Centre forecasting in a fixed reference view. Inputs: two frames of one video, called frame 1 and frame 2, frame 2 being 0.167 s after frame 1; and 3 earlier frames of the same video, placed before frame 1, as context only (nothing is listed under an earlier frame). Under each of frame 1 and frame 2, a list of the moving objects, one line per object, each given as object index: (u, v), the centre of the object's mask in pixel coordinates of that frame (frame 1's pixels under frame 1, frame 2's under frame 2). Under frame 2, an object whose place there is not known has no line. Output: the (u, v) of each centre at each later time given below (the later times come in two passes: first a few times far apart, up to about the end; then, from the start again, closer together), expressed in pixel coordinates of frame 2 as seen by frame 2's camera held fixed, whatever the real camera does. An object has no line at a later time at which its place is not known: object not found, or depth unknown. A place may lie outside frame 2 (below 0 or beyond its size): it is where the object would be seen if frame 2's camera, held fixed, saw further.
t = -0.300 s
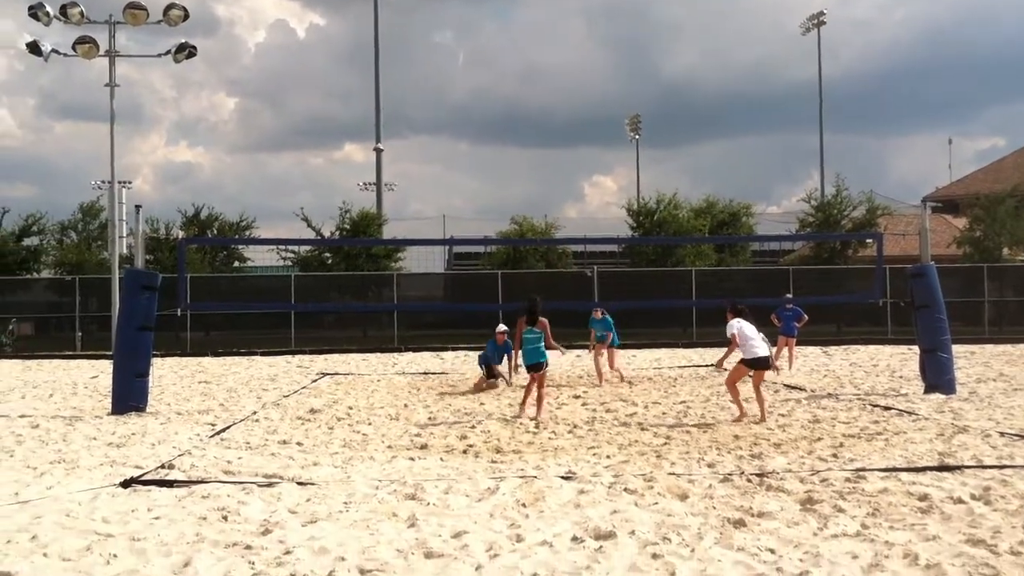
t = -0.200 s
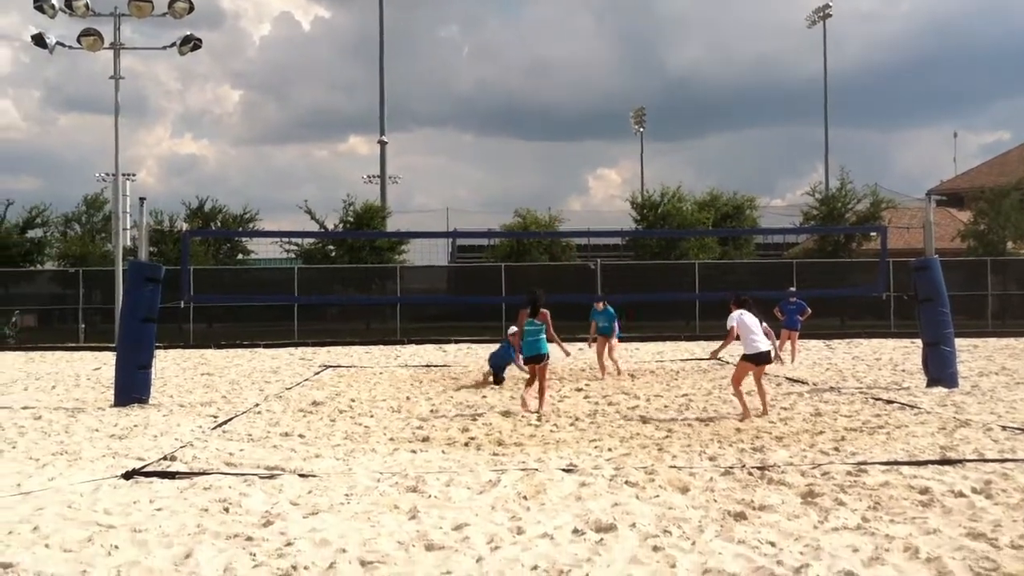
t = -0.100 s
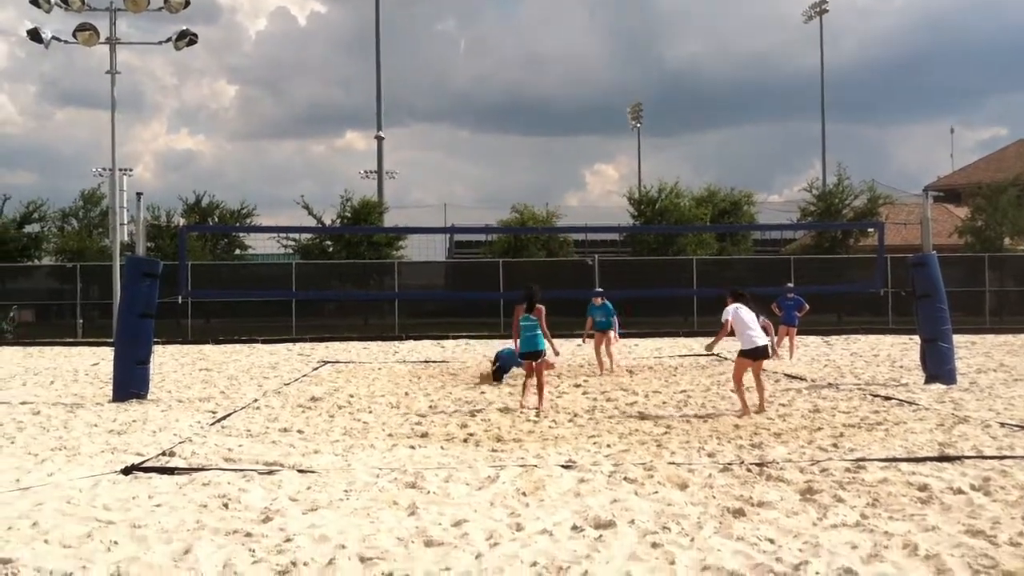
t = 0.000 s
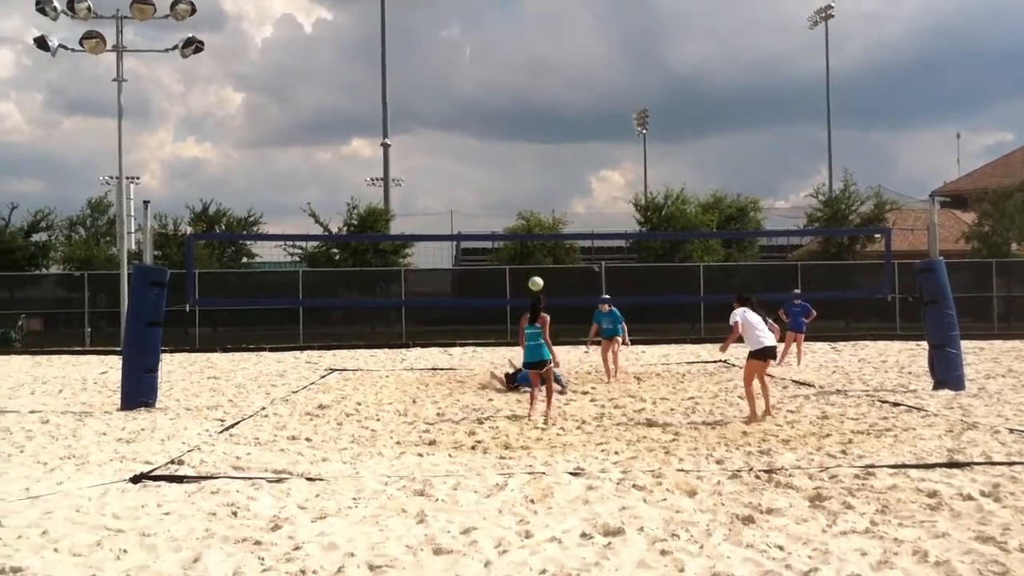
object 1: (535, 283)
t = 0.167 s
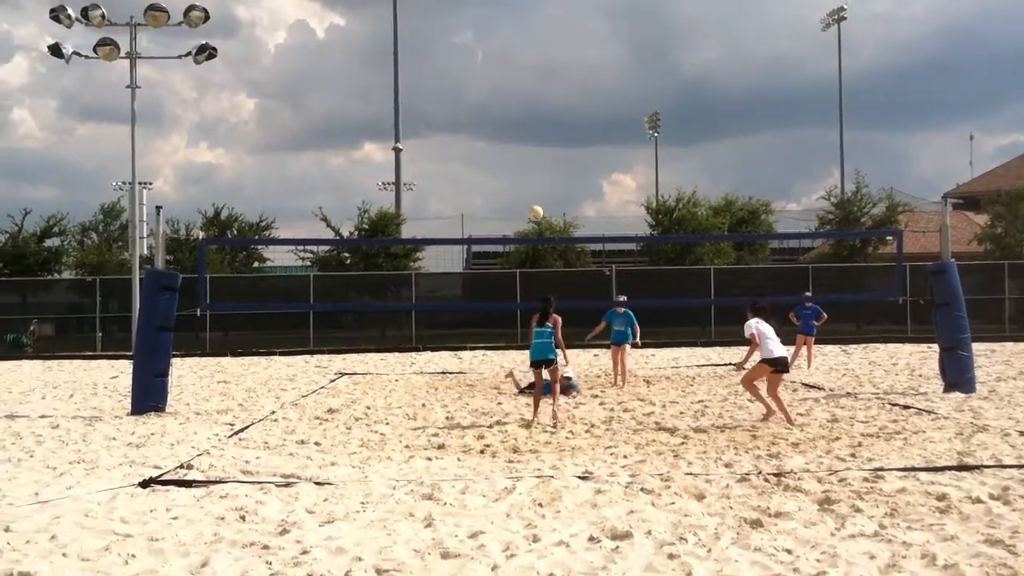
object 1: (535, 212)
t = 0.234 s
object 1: (530, 187)
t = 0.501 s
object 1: (509, 108)
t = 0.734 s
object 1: (490, 75)
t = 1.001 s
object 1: (467, 82)
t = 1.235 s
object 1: (446, 133)
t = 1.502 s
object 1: (420, 259)
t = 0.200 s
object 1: (533, 200)
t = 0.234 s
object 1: (530, 187)
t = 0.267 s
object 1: (527, 175)
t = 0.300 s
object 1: (525, 163)
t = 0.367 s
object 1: (519, 143)
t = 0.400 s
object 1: (518, 133)
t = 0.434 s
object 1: (514, 125)
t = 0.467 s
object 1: (511, 117)
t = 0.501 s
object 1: (509, 108)
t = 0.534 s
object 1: (506, 101)
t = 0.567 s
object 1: (503, 95)
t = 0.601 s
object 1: (502, 89)
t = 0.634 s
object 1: (501, 87)
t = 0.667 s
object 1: (495, 81)
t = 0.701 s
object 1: (494, 77)
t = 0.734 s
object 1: (490, 75)
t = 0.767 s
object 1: (485, 73)
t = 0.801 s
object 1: (484, 72)
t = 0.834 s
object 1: (482, 72)
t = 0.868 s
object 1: (478, 72)
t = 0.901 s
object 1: (475, 75)
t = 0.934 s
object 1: (472, 76)
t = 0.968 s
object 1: (469, 78)
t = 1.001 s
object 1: (467, 82)
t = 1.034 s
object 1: (464, 86)
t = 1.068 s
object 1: (459, 93)
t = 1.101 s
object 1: (458, 99)
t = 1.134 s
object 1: (455, 106)
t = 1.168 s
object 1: (452, 116)
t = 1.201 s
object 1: (448, 124)
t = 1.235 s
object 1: (446, 133)
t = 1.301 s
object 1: (439, 160)
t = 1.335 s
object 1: (435, 172)
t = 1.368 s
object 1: (432, 187)
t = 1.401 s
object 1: (431, 203)
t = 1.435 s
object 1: (426, 222)
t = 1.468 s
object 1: (423, 237)
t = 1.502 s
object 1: (420, 259)
